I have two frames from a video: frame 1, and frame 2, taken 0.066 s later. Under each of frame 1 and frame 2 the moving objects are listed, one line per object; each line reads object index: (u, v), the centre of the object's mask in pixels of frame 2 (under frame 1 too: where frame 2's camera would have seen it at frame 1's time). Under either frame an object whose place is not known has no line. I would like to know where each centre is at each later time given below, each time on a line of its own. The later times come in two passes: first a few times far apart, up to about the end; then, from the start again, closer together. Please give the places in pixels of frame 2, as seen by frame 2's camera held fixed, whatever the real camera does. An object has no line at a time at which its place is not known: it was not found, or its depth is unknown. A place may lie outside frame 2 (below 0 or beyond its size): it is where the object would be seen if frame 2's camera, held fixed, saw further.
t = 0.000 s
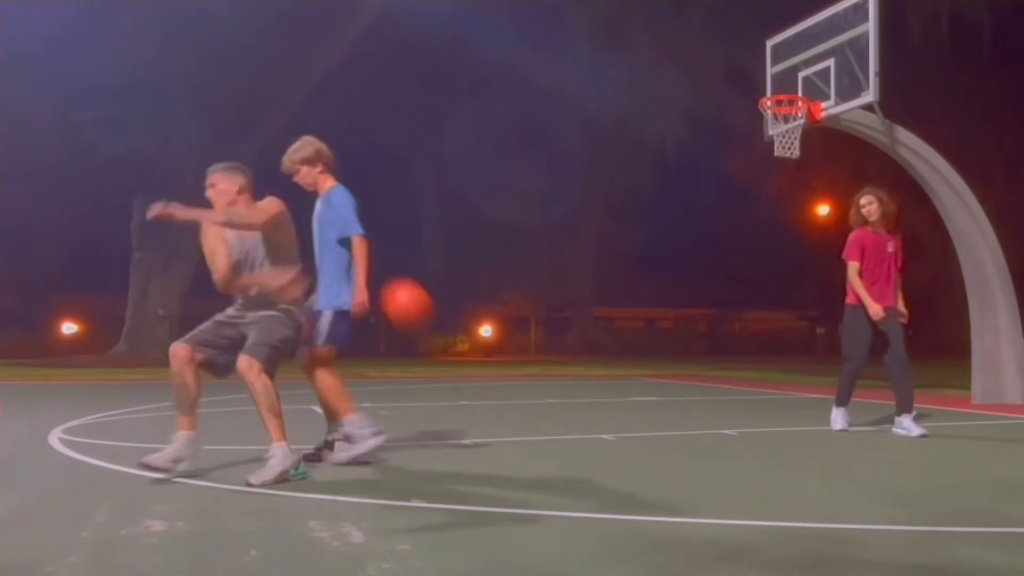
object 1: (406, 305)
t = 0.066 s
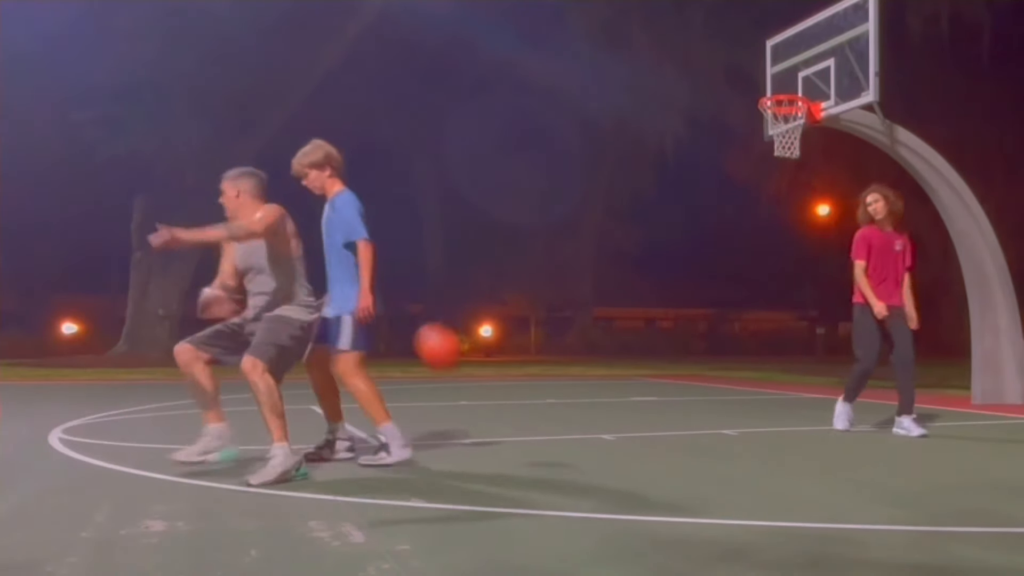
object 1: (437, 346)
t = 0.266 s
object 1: (500, 370)
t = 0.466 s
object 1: (522, 303)
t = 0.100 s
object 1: (454, 370)
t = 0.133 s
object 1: (468, 394)
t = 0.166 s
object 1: (483, 417)
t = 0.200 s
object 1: (491, 412)
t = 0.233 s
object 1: (495, 391)
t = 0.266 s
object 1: (500, 370)
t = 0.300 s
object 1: (502, 353)
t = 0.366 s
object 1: (511, 326)
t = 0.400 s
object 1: (514, 318)
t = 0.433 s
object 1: (518, 309)
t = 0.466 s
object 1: (522, 303)
